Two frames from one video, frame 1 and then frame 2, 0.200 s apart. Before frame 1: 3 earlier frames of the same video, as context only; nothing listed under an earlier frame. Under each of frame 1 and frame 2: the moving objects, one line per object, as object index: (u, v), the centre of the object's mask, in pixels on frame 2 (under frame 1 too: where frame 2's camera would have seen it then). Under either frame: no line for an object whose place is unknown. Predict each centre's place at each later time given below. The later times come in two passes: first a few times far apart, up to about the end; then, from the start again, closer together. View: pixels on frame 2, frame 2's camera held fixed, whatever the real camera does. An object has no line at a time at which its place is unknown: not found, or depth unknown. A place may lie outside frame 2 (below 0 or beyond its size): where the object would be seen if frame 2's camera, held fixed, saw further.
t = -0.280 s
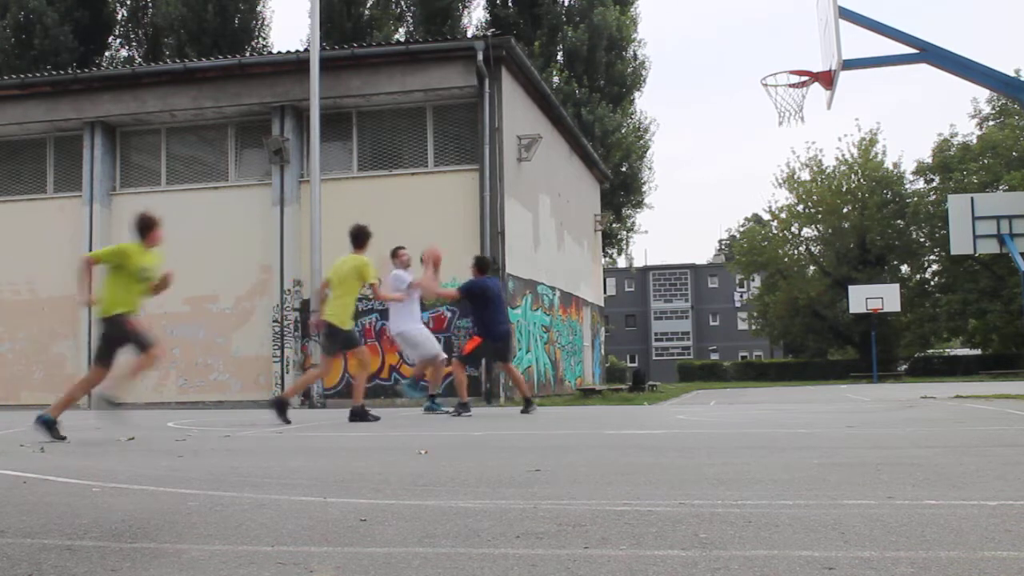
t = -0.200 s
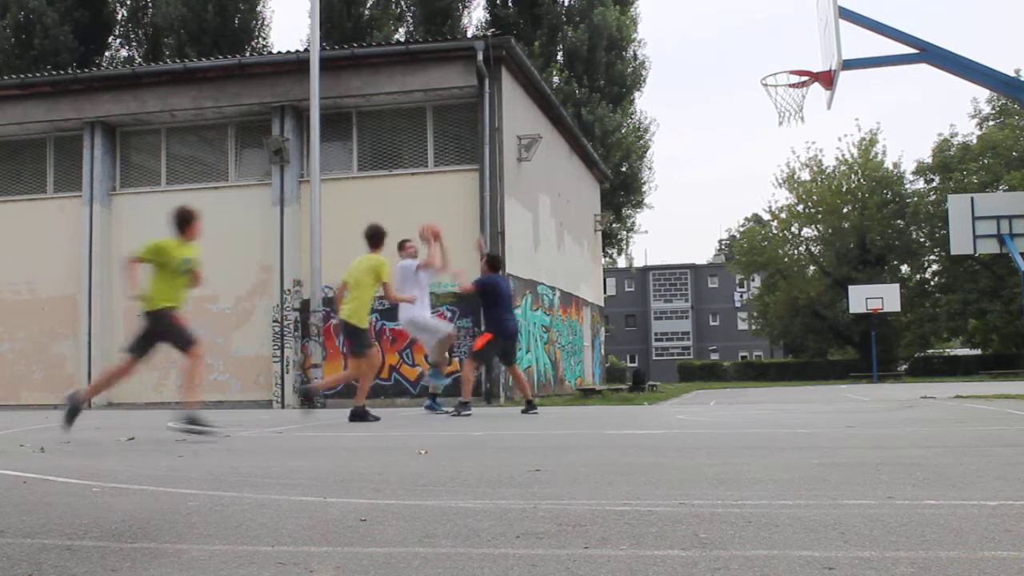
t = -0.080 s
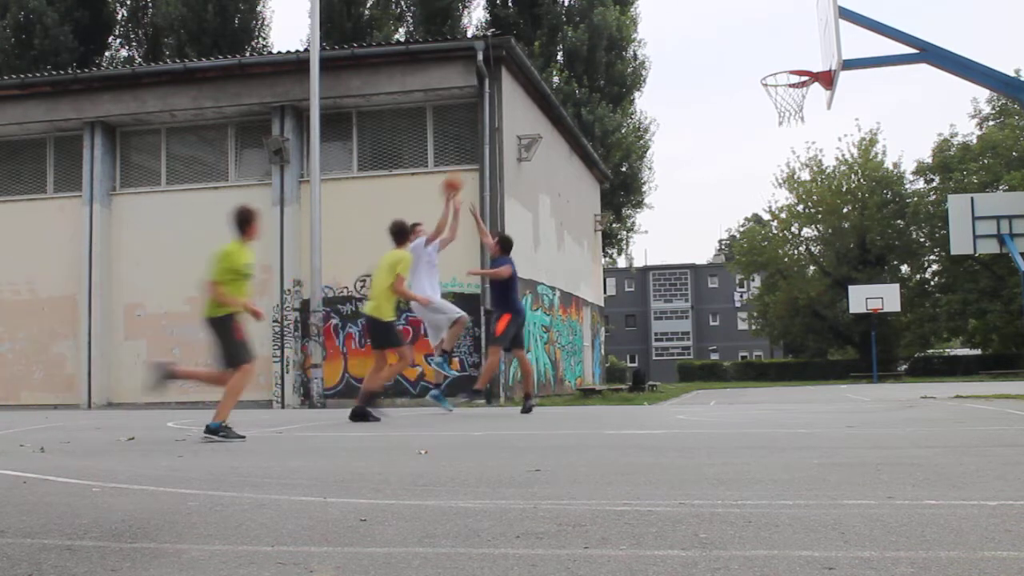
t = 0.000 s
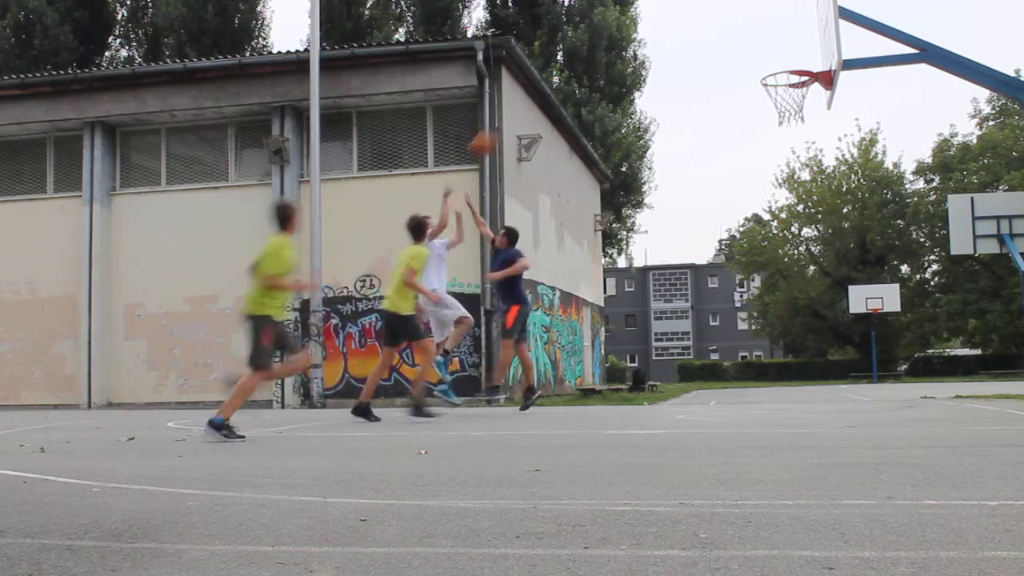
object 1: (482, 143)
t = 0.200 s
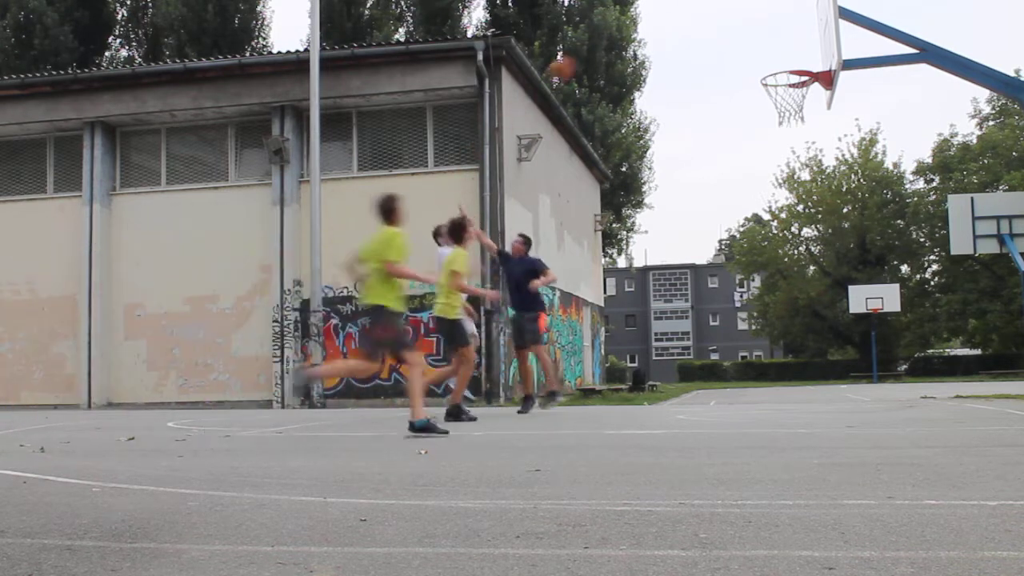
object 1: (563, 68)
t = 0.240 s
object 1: (578, 58)
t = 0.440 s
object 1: (663, 24)
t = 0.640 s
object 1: (756, 26)
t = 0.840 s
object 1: (786, 67)
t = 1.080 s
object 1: (740, 72)
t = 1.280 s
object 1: (712, 112)
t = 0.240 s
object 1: (578, 58)
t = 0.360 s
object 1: (626, 32)
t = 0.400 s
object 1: (645, 28)
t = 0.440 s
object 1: (663, 24)
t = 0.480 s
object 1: (681, 21)
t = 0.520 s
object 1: (698, 20)
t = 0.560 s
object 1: (717, 20)
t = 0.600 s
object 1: (737, 22)
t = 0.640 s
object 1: (756, 26)
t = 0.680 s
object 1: (776, 32)
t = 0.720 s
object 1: (796, 39)
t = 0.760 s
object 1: (813, 48)
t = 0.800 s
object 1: (801, 58)
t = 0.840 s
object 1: (786, 67)
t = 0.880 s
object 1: (774, 69)
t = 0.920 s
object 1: (765, 68)
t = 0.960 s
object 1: (759, 67)
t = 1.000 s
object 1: (752, 67)
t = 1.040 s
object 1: (746, 69)
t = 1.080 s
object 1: (740, 72)
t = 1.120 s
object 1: (734, 77)
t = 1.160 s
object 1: (728, 84)
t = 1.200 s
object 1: (723, 92)
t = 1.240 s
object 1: (717, 102)
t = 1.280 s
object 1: (712, 112)
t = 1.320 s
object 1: (707, 125)
